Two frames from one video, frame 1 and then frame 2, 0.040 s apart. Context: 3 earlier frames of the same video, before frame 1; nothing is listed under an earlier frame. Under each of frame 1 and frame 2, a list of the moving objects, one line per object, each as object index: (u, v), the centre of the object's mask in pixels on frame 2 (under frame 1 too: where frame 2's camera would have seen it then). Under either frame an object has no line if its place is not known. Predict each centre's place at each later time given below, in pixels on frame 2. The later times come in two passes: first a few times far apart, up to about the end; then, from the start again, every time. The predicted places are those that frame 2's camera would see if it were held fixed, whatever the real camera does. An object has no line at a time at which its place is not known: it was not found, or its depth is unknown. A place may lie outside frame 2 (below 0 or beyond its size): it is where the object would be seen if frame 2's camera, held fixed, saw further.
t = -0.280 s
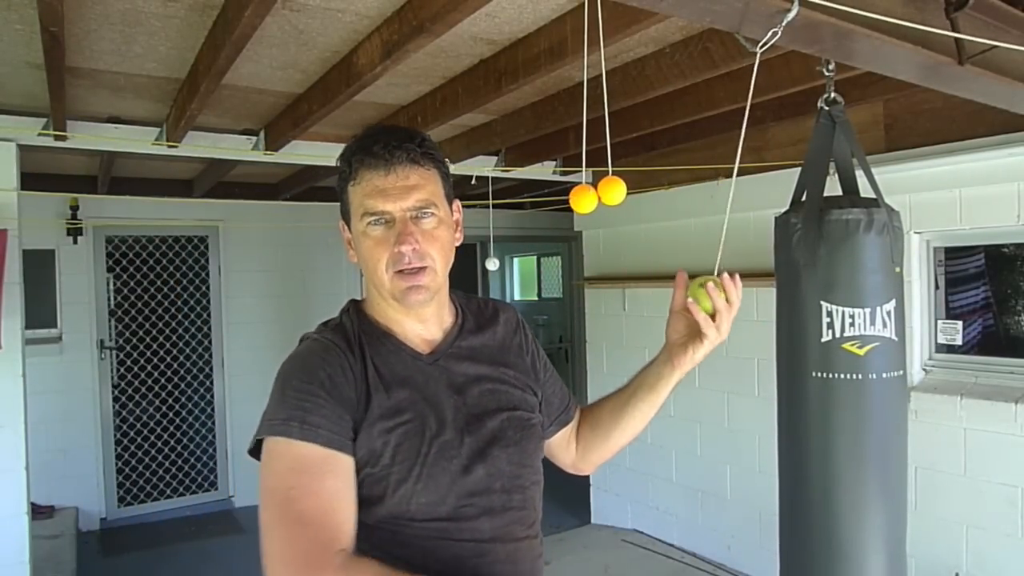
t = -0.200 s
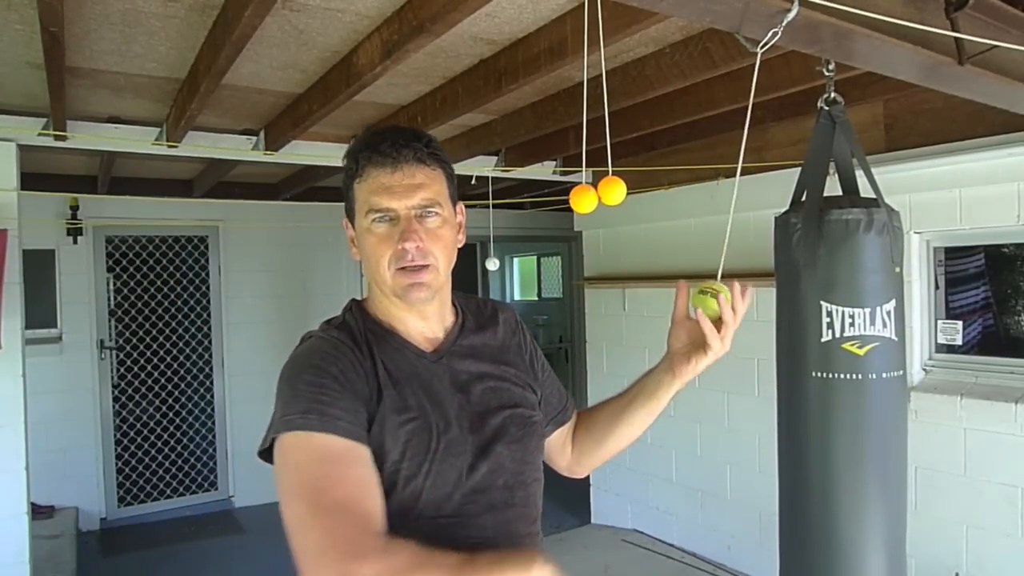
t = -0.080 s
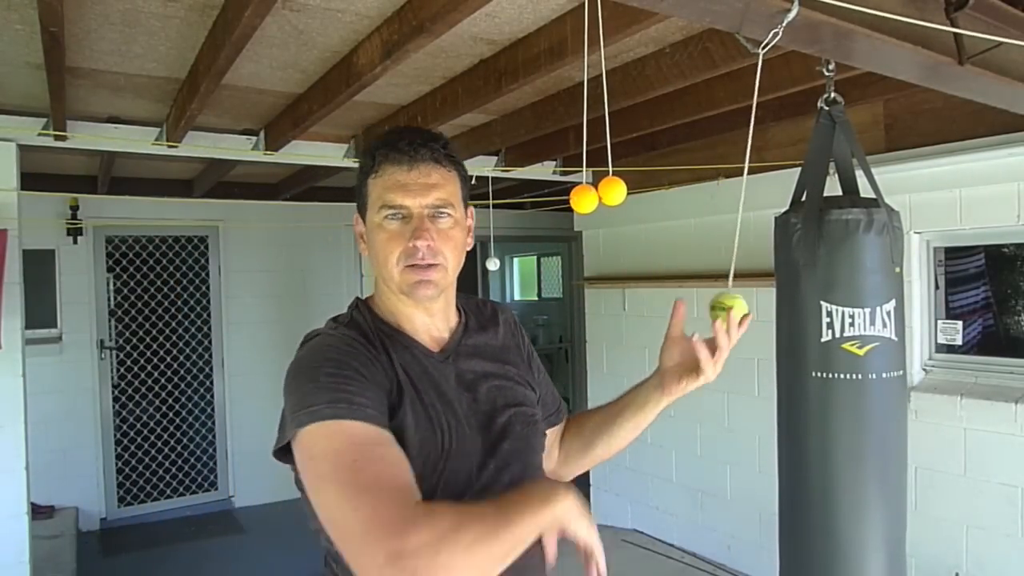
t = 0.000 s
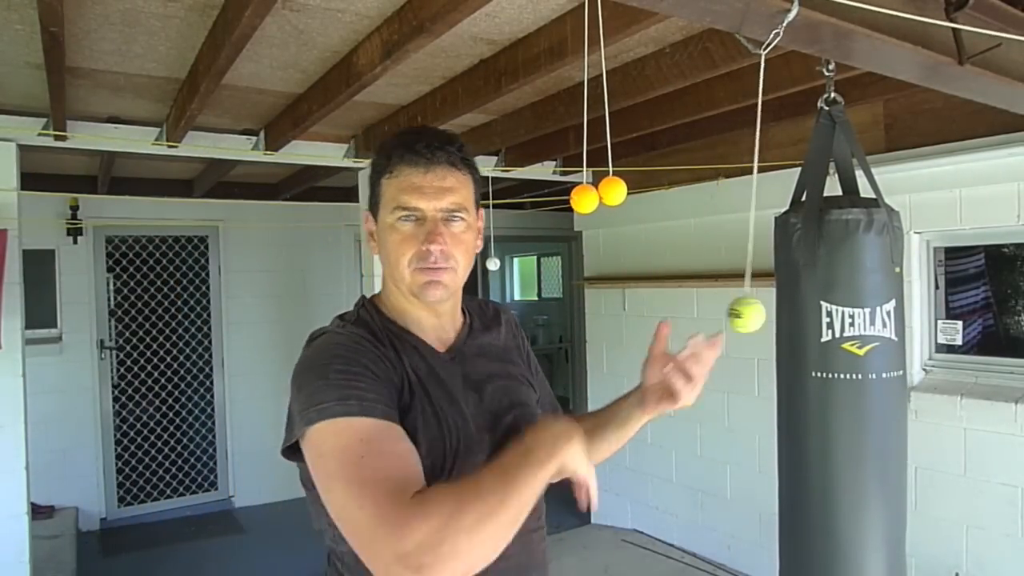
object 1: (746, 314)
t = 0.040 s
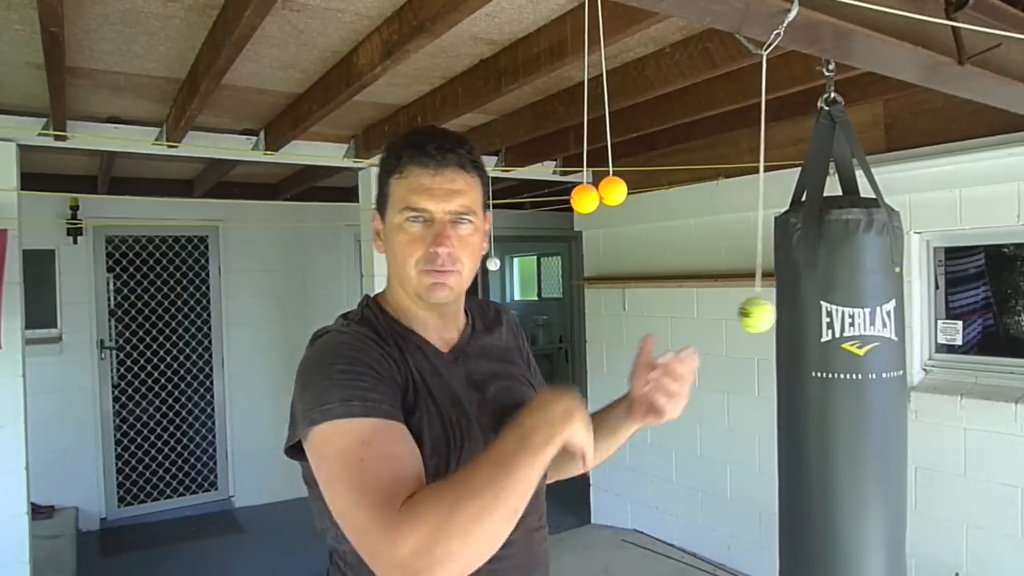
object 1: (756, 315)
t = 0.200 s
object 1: (795, 306)
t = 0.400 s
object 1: (825, 292)
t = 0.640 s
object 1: (816, 306)
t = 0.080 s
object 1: (767, 314)
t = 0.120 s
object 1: (777, 312)
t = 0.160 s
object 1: (787, 309)
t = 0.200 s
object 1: (795, 306)
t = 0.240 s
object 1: (804, 302)
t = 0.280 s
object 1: (811, 299)
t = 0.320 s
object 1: (817, 295)
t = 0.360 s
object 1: (822, 293)
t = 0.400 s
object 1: (825, 292)
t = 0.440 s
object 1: (828, 292)
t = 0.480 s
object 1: (828, 293)
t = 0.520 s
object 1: (828, 295)
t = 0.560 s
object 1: (825, 299)
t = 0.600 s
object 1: (821, 302)
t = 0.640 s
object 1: (816, 306)
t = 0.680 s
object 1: (809, 309)
